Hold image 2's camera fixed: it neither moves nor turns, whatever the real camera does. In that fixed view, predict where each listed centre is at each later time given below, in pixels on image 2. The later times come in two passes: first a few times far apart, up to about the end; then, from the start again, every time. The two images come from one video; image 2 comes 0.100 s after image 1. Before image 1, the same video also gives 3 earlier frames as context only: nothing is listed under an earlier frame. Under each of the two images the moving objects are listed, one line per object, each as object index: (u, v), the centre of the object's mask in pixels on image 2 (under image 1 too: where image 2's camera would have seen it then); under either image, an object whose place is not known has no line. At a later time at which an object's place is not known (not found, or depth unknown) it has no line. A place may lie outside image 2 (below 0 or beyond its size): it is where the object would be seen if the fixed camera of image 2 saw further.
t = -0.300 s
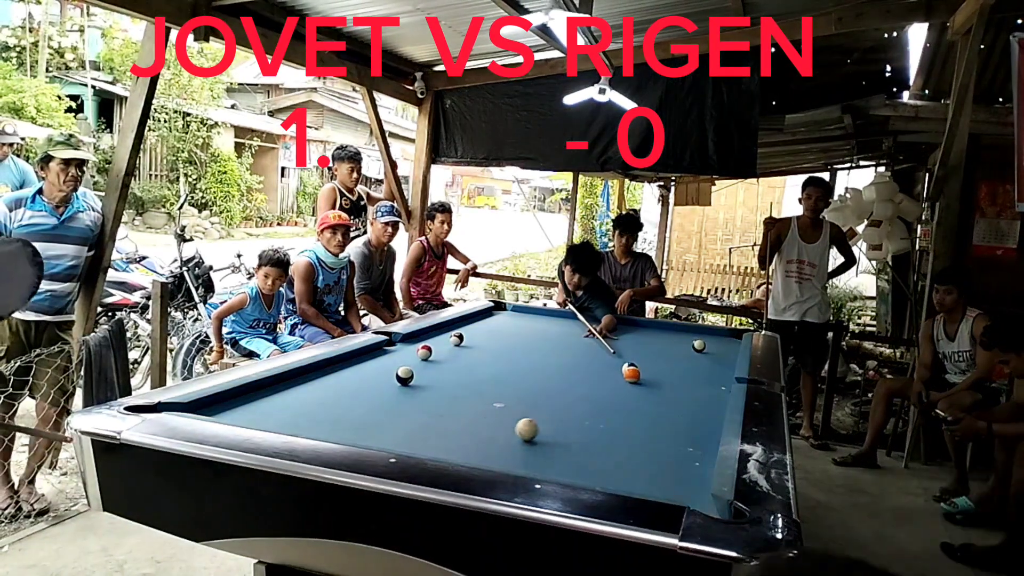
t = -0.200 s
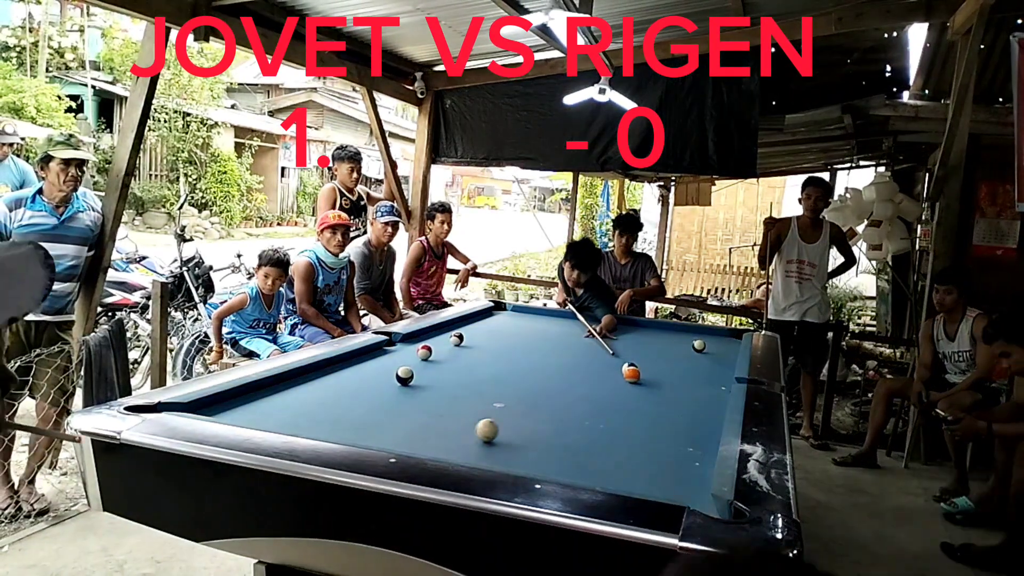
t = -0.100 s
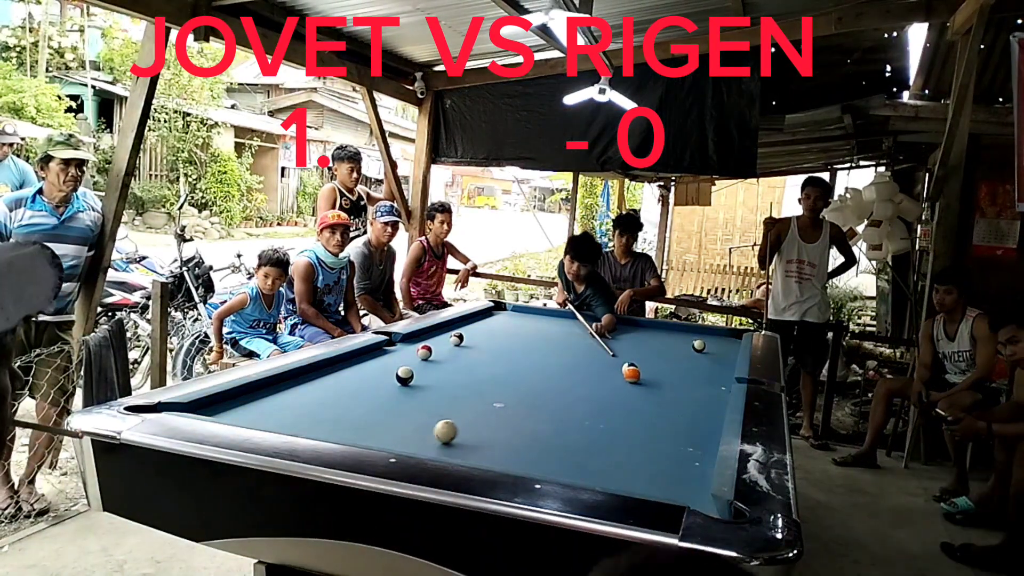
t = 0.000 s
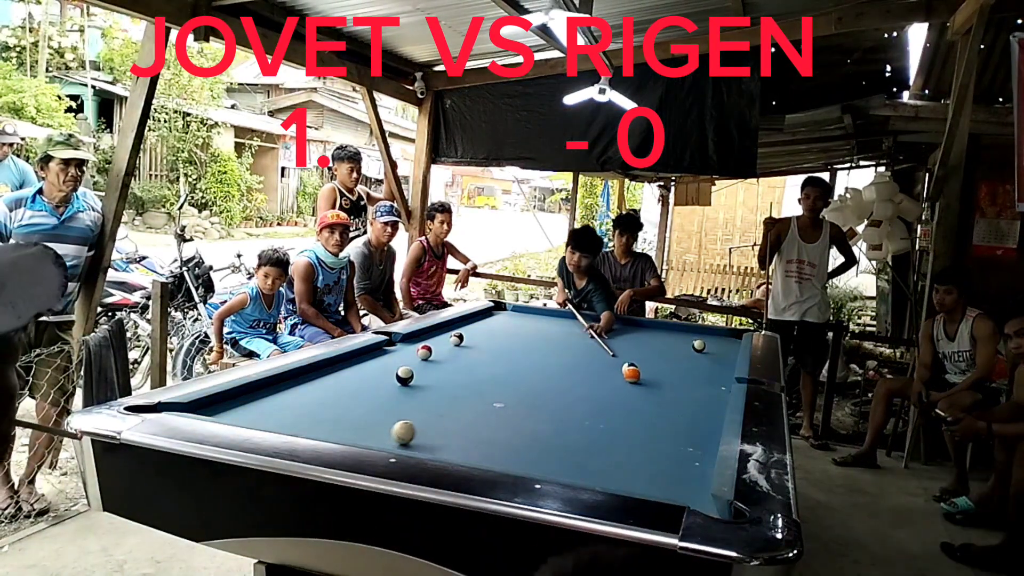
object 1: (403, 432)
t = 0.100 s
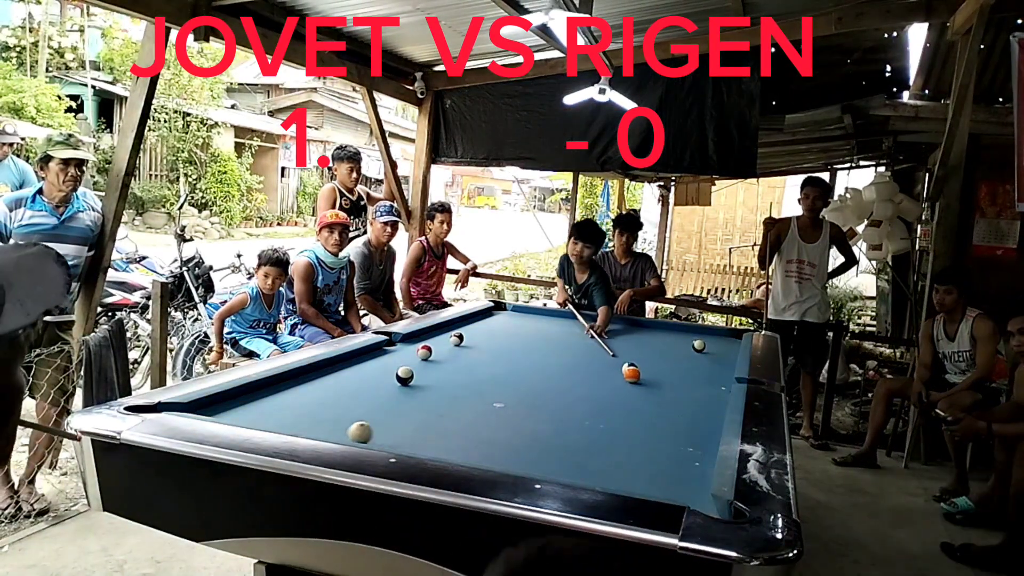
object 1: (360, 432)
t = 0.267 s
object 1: (291, 425)
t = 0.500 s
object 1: (218, 407)
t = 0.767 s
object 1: (283, 398)
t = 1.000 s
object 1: (352, 394)
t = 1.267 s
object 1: (421, 389)
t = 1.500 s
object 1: (475, 385)
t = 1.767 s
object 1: (529, 382)
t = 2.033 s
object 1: (578, 379)
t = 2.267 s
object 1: (617, 377)
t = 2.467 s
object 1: (637, 378)
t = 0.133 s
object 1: (345, 431)
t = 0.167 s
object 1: (331, 430)
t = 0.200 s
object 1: (316, 430)
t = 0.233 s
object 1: (302, 428)
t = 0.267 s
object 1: (291, 425)
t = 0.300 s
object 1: (280, 422)
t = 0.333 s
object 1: (269, 420)
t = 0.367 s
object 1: (258, 417)
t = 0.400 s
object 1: (248, 414)
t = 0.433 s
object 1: (237, 412)
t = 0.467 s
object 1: (227, 409)
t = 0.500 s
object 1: (218, 407)
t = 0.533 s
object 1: (209, 404)
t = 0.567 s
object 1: (216, 403)
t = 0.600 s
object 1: (229, 402)
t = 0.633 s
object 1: (240, 401)
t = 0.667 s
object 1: (251, 400)
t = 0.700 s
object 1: (262, 400)
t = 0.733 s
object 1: (272, 399)
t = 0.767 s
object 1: (283, 398)
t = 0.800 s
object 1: (293, 398)
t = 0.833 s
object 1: (304, 398)
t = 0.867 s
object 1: (314, 397)
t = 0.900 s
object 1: (323, 396)
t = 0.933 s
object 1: (333, 395)
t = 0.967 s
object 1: (343, 395)
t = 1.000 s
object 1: (352, 394)
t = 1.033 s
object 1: (361, 394)
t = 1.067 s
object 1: (370, 393)
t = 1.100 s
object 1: (379, 392)
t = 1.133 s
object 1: (388, 392)
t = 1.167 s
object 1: (396, 391)
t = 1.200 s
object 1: (405, 391)
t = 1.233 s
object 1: (413, 390)
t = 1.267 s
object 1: (421, 389)
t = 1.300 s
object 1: (429, 389)
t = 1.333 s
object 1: (437, 388)
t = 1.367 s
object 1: (445, 387)
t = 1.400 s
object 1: (453, 387)
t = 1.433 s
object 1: (460, 386)
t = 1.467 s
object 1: (468, 386)
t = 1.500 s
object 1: (475, 385)
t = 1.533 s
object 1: (482, 385)
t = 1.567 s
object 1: (489, 385)
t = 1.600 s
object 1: (496, 384)
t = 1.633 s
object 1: (503, 384)
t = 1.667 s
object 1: (510, 383)
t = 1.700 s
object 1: (516, 383)
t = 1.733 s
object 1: (523, 382)
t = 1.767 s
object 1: (529, 382)
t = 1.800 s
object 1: (536, 382)
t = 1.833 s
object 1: (542, 381)
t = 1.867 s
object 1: (548, 381)
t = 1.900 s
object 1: (554, 380)
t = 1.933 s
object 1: (561, 380)
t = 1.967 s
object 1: (566, 380)
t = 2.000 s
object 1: (572, 379)
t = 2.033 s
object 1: (578, 379)
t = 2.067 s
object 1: (584, 379)
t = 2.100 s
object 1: (590, 378)
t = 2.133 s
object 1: (595, 378)
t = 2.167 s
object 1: (601, 378)
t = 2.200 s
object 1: (606, 377)
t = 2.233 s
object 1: (612, 377)
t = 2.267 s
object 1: (617, 377)
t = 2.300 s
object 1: (622, 377)
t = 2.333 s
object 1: (626, 377)
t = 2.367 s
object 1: (628, 378)
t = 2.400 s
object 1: (632, 378)
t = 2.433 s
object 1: (634, 378)
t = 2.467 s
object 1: (637, 378)
